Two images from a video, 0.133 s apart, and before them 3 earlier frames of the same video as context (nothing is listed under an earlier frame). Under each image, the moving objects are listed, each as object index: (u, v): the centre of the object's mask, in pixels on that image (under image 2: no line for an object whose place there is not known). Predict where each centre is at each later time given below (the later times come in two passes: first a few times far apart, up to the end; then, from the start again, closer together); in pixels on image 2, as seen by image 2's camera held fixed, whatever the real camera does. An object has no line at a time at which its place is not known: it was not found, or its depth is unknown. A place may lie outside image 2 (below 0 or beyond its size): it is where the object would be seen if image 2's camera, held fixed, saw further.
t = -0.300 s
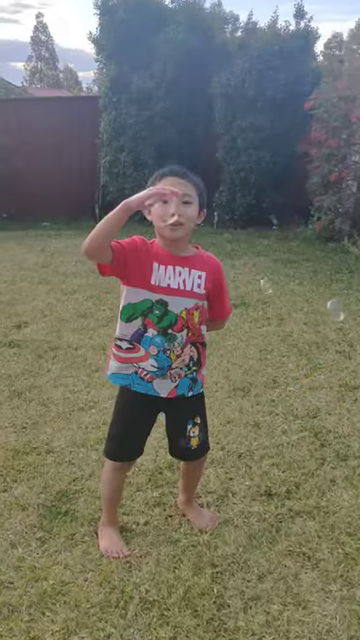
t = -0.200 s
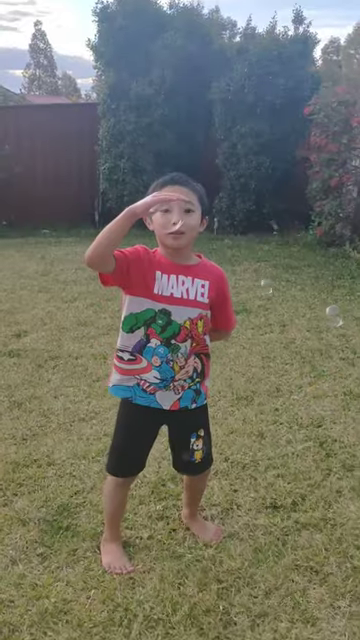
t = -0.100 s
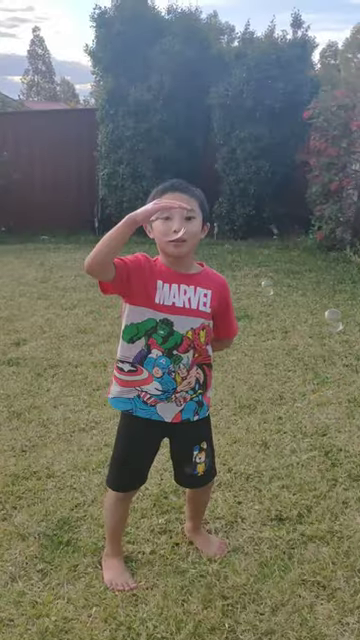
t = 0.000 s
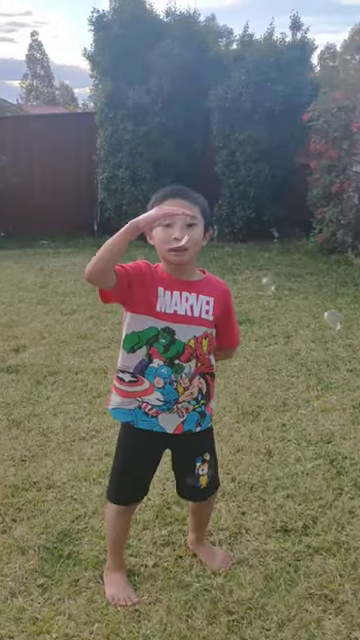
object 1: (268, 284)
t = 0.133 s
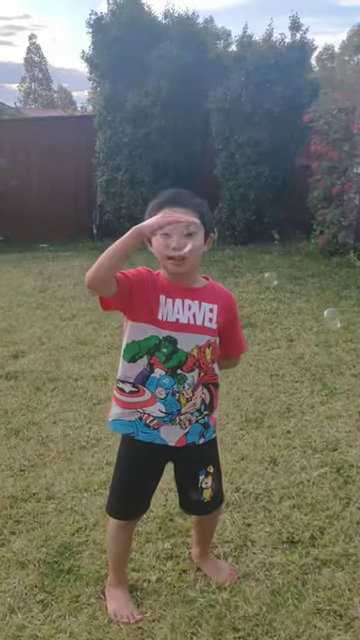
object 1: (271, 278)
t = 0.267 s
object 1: (272, 272)
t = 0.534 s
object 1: (276, 253)
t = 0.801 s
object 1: (278, 237)
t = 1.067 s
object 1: (276, 223)
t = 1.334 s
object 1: (270, 212)
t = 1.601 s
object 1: (261, 205)
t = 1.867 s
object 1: (253, 199)
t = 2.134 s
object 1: (247, 193)
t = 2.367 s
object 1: (245, 189)
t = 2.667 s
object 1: (249, 181)
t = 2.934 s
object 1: (258, 171)
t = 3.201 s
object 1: (269, 158)
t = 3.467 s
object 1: (281, 140)
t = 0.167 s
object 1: (271, 276)
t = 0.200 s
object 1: (272, 274)
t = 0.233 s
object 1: (272, 272)
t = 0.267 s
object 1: (272, 272)
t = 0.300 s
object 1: (272, 268)
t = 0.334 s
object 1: (273, 266)
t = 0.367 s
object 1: (274, 264)
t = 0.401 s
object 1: (275, 261)
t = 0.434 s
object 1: (275, 259)
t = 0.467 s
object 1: (275, 257)
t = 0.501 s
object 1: (276, 256)
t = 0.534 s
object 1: (276, 253)
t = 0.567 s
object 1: (277, 250)
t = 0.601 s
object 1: (277, 248)
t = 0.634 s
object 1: (278, 246)
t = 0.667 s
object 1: (278, 244)
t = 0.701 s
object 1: (278, 243)
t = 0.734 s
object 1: (279, 241)
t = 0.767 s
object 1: (278, 239)
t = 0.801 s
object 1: (278, 237)
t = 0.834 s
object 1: (278, 235)
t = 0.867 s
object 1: (278, 234)
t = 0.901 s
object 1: (278, 231)
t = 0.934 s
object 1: (278, 230)
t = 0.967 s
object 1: (278, 228)
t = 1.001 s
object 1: (277, 227)
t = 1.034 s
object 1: (276, 224)
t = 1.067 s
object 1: (276, 223)
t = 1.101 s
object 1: (276, 221)
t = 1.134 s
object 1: (275, 220)
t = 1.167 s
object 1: (275, 218)
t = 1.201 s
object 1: (274, 216)
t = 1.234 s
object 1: (273, 215)
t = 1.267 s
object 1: (272, 214)
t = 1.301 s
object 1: (271, 213)
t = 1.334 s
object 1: (270, 212)
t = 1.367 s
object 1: (269, 211)
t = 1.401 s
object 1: (268, 209)
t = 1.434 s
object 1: (267, 209)
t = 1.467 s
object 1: (265, 208)
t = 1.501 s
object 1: (265, 207)
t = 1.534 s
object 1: (263, 206)
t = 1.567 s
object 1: (262, 206)
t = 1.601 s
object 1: (261, 205)
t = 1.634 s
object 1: (260, 204)
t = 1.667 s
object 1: (259, 203)
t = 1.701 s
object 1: (258, 203)
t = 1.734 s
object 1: (257, 202)
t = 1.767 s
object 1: (256, 201)
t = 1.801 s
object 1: (255, 201)
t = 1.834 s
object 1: (254, 200)
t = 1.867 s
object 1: (253, 199)
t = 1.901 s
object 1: (253, 198)
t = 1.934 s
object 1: (252, 198)
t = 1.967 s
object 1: (251, 197)
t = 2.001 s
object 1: (250, 196)
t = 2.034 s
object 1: (249, 196)
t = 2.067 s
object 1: (249, 195)
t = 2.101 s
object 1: (248, 194)
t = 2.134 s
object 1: (247, 193)
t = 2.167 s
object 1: (247, 192)
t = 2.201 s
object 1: (247, 192)
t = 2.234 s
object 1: (246, 191)
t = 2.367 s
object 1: (245, 189)
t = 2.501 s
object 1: (246, 185)
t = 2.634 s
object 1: (249, 182)
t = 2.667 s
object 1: (249, 181)
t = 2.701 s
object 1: (251, 180)
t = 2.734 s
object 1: (251, 179)
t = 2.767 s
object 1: (252, 178)
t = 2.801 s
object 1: (254, 176)
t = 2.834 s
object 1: (255, 175)
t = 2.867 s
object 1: (256, 173)
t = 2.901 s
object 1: (258, 172)
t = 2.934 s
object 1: (258, 171)
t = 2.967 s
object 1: (260, 170)
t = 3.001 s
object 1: (261, 168)
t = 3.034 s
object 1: (262, 166)
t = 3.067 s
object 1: (264, 165)
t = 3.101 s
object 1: (265, 163)
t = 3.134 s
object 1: (267, 161)
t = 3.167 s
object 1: (268, 160)
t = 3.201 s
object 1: (269, 158)
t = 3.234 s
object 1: (271, 155)
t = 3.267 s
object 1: (272, 154)
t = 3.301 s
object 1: (274, 152)
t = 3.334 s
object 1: (275, 149)
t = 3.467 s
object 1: (281, 140)
